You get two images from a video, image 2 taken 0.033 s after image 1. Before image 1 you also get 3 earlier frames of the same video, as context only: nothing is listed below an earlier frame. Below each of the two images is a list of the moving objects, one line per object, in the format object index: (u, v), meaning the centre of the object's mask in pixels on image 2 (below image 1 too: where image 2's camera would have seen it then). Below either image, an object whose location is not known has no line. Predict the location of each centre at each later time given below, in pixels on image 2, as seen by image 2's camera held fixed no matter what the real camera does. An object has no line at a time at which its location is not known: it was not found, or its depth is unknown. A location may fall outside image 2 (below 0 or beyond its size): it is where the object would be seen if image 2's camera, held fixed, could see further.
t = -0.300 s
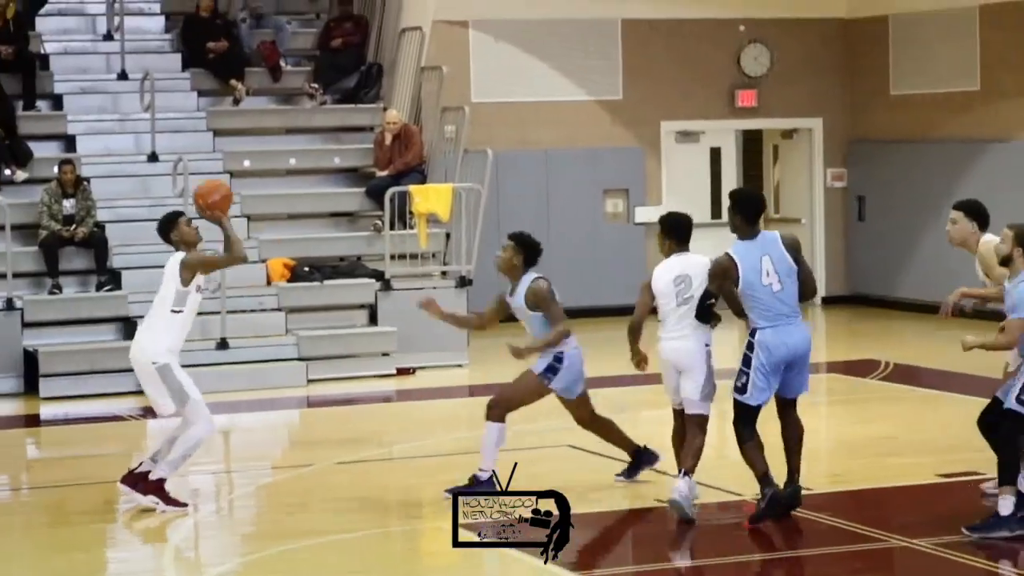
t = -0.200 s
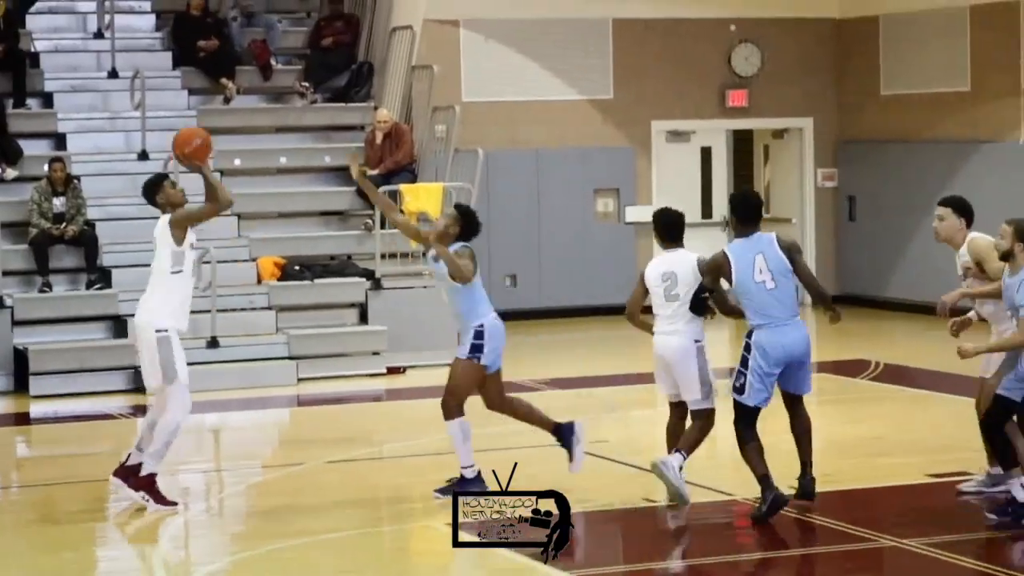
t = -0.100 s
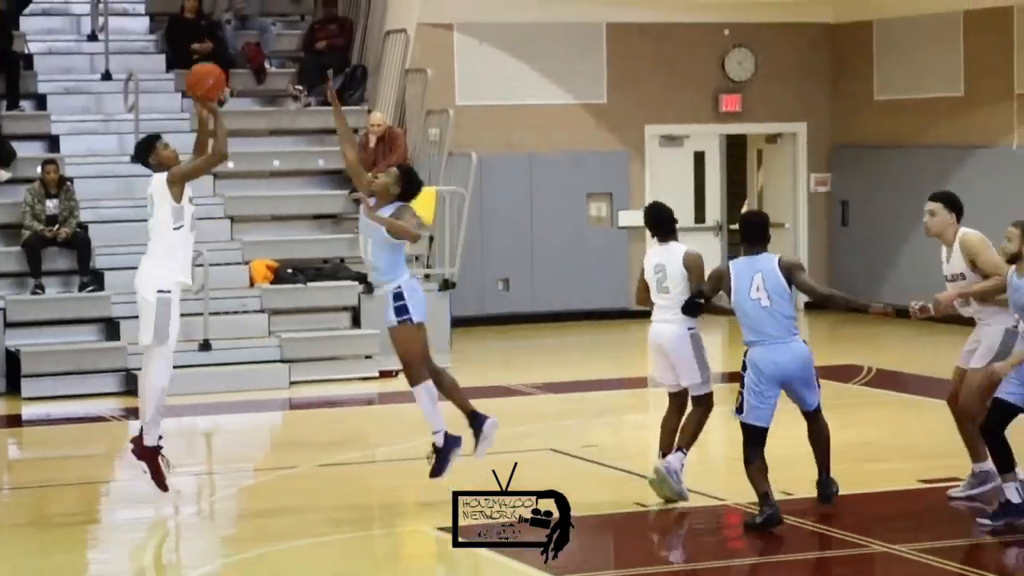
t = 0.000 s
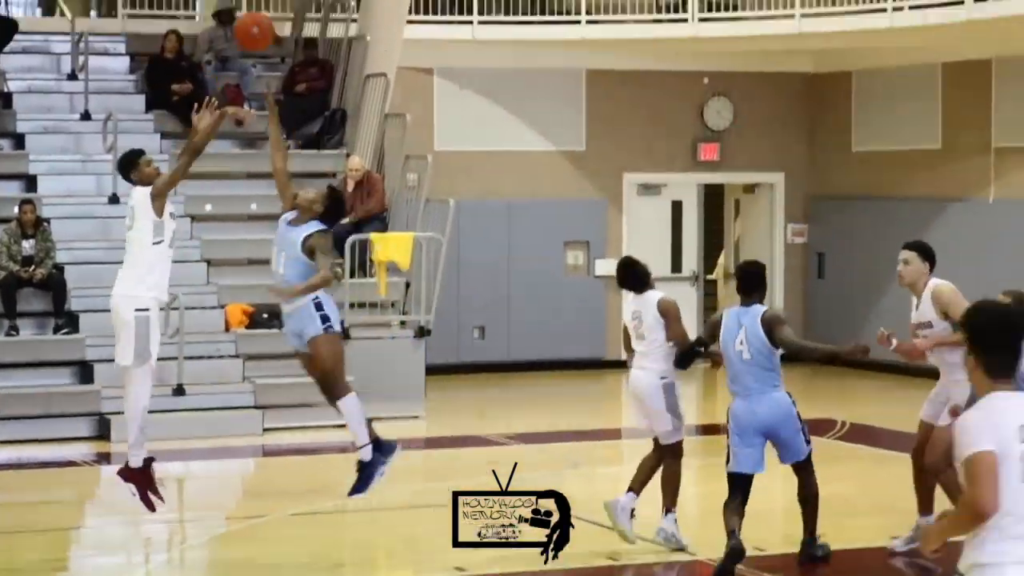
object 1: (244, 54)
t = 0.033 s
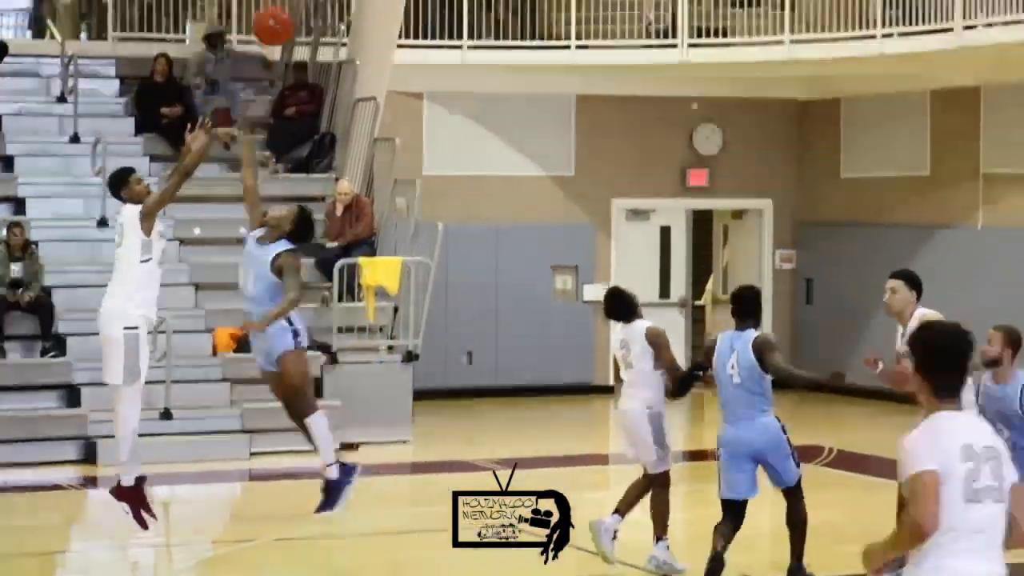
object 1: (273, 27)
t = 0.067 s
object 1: (302, -2)
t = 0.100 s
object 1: (329, -29)
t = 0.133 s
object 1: (357, -53)
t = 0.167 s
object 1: (385, -78)
